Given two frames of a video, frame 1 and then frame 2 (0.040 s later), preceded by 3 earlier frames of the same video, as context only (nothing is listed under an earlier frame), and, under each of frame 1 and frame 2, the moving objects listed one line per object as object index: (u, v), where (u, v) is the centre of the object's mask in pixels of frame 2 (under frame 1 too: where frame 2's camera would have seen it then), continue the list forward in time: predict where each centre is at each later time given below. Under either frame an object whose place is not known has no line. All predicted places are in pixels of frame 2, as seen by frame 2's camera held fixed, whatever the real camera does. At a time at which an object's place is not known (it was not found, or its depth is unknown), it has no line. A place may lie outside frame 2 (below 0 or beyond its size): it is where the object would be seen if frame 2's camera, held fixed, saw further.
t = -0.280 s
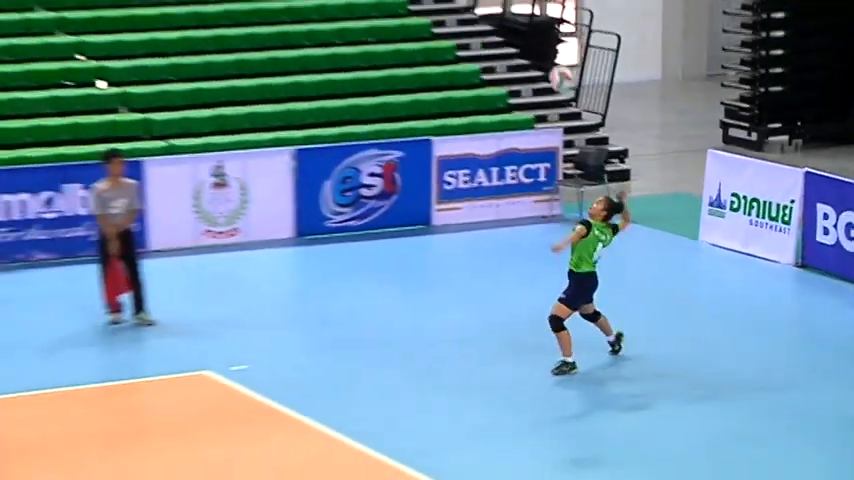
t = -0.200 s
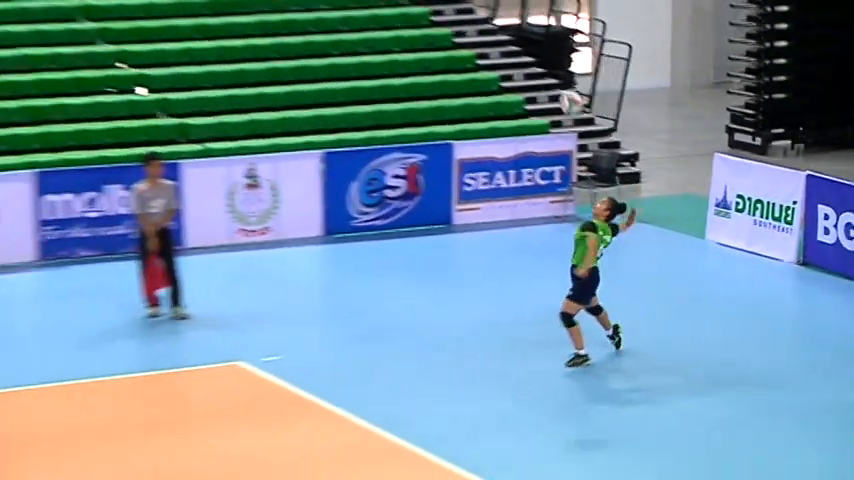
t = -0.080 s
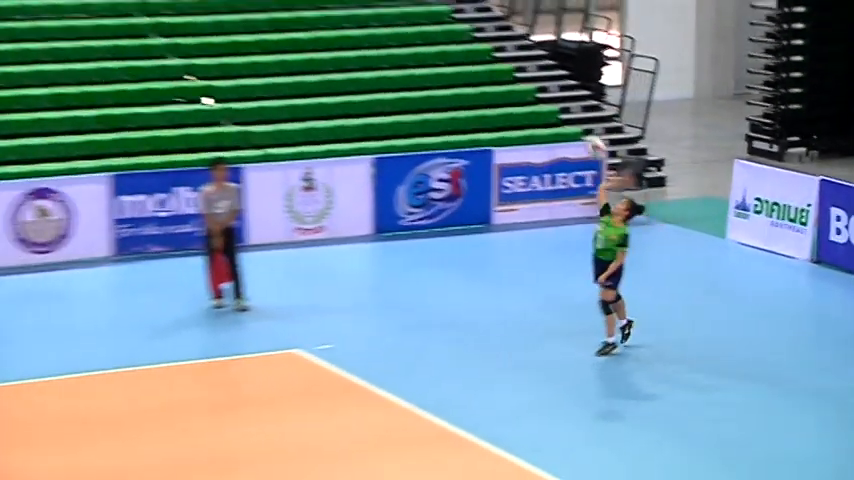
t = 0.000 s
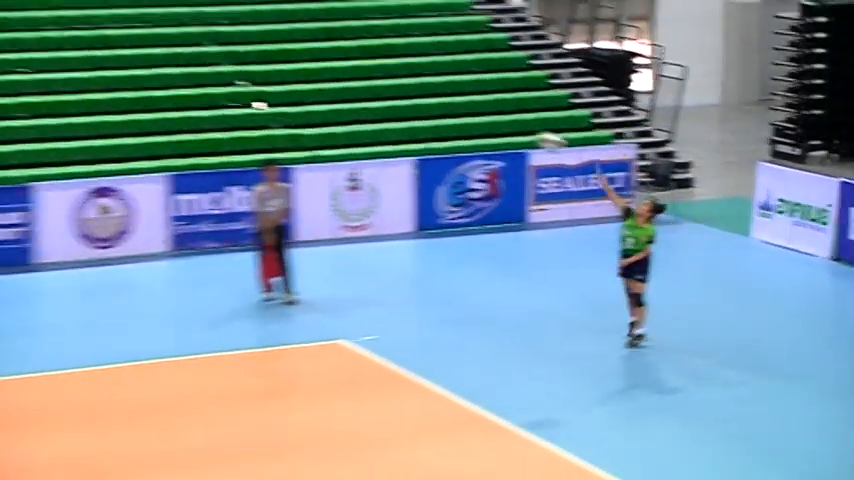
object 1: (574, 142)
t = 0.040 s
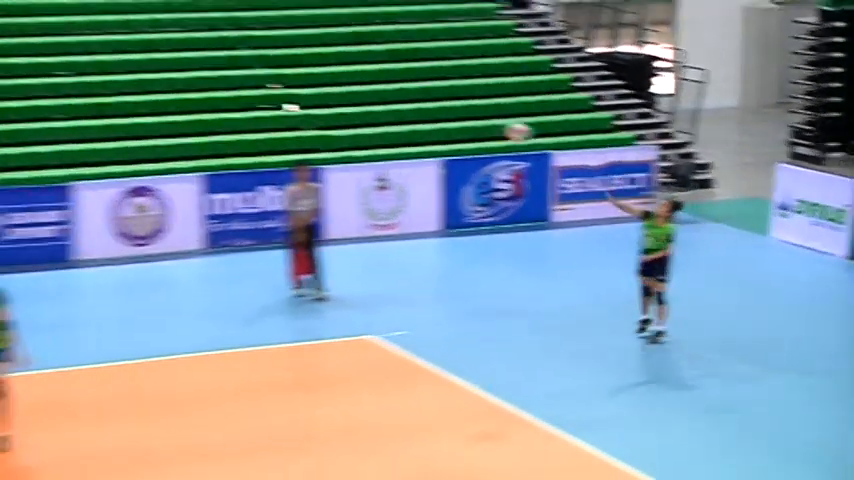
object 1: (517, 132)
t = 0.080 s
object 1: (460, 120)
